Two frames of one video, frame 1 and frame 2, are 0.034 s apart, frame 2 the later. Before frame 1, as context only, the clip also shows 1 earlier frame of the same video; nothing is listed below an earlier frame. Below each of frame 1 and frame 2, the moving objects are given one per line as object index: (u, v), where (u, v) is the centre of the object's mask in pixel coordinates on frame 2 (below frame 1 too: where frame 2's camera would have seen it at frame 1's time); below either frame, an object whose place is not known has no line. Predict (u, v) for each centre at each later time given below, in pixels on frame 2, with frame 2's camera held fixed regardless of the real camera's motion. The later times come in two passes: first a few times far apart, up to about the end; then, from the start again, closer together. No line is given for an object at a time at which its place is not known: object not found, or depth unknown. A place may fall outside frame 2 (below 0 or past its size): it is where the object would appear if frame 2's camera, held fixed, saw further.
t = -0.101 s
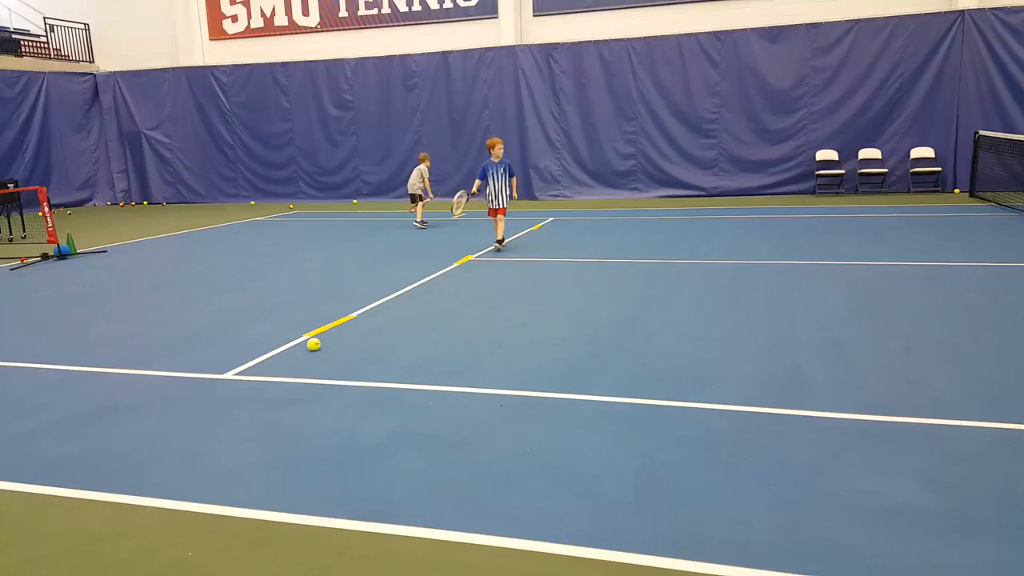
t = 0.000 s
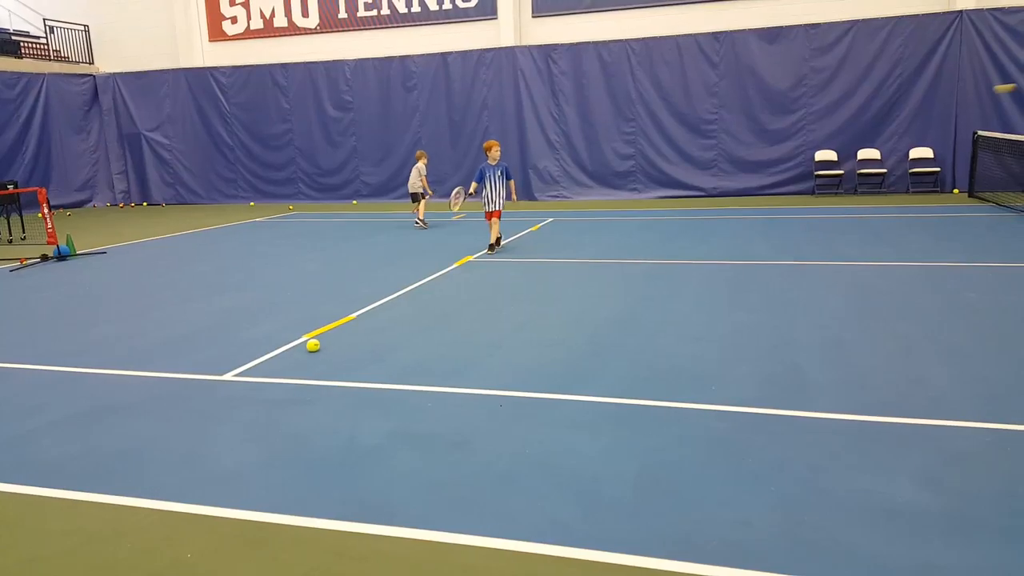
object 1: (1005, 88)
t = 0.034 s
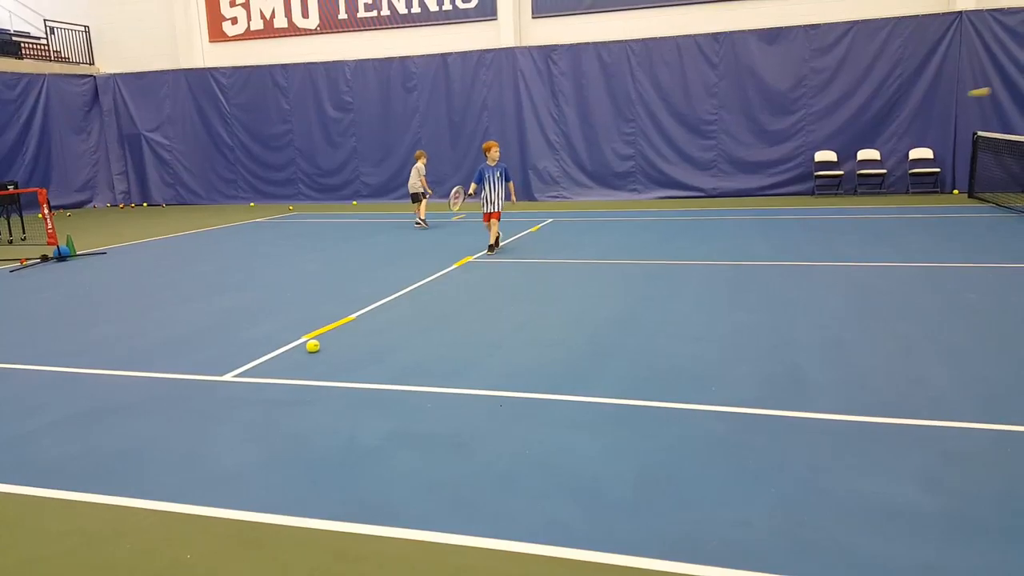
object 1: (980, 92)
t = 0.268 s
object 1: (821, 148)
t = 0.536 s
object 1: (667, 249)
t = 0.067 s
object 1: (956, 97)
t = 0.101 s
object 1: (933, 102)
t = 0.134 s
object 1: (909, 109)
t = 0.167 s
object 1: (886, 117)
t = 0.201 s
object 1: (864, 127)
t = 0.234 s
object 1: (842, 137)
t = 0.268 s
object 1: (821, 148)
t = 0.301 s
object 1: (799, 161)
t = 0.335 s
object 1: (778, 174)
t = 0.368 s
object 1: (757, 188)
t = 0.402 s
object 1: (738, 203)
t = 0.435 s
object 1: (717, 219)
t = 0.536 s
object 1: (667, 249)
